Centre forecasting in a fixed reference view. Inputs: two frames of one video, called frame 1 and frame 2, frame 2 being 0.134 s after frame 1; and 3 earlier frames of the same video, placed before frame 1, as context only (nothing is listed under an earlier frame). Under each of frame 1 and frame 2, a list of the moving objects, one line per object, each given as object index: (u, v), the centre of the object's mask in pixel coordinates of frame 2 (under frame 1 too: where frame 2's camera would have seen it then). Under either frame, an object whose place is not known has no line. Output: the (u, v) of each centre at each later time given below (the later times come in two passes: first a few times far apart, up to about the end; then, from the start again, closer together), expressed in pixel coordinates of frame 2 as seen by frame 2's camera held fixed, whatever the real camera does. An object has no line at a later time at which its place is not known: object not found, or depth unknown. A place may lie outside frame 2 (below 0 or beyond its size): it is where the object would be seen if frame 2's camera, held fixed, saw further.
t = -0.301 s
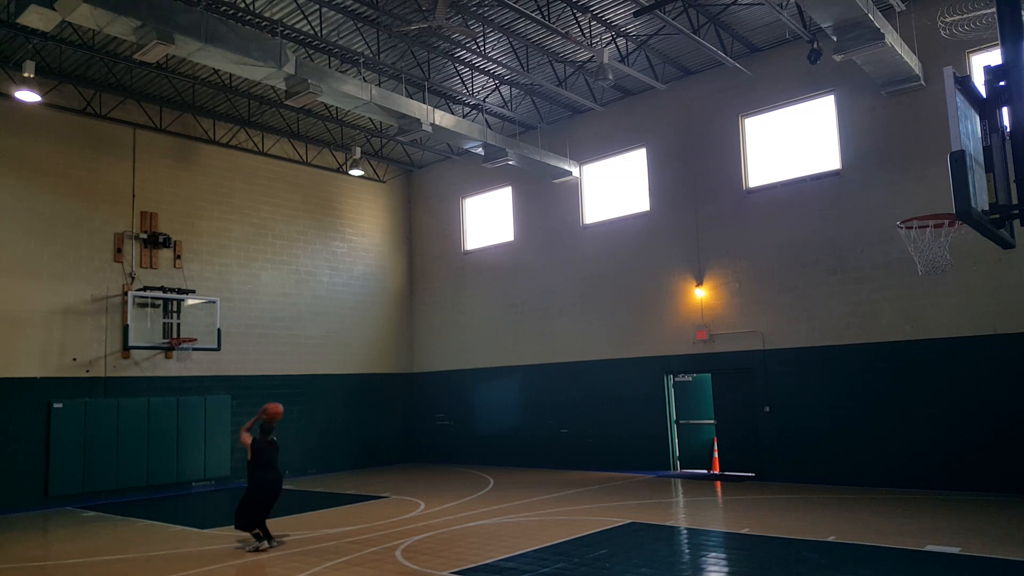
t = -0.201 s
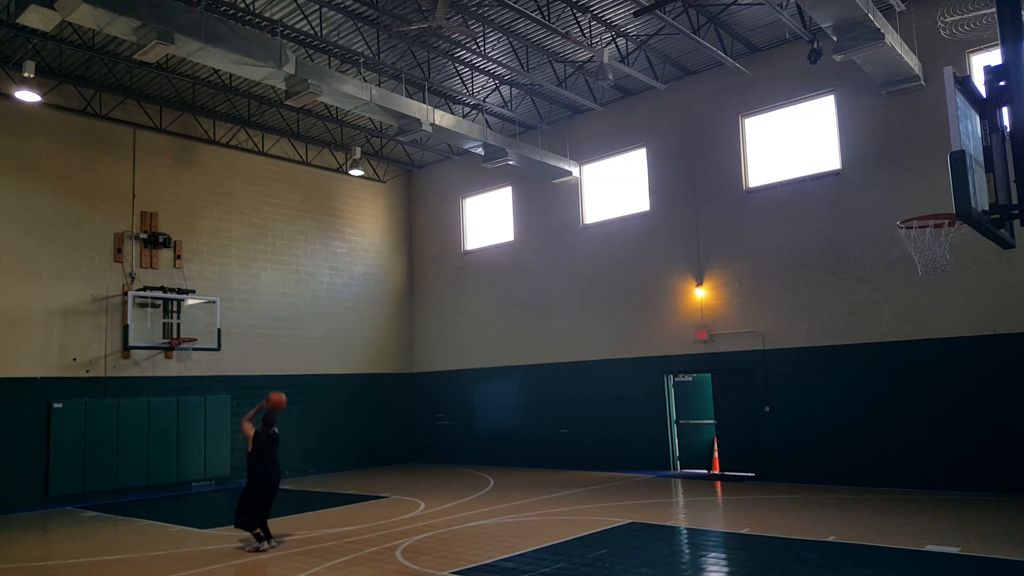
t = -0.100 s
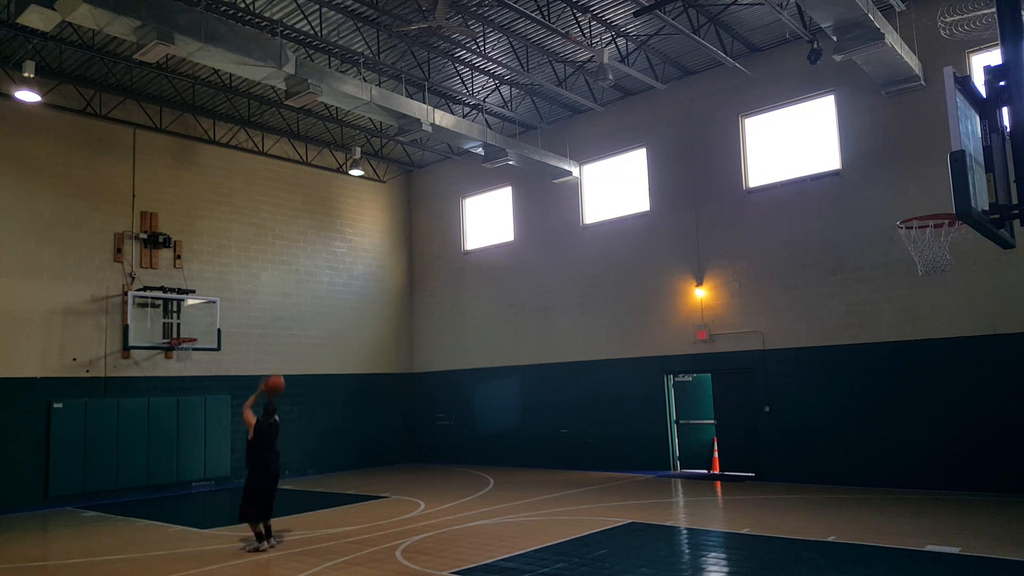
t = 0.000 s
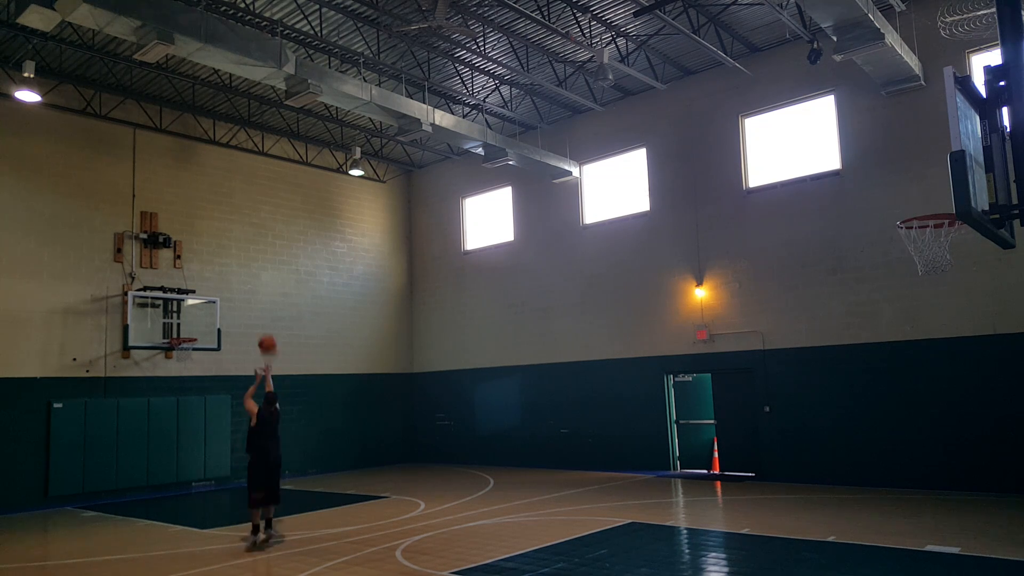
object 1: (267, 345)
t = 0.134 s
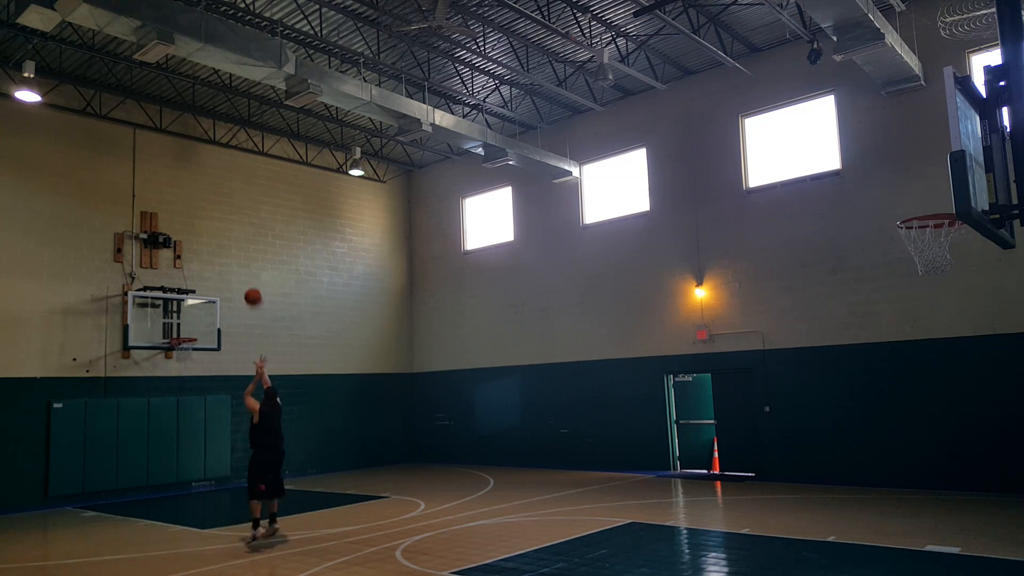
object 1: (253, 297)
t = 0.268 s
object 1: (240, 267)
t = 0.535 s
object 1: (220, 245)
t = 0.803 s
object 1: (203, 264)
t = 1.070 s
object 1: (189, 314)
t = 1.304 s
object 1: (181, 354)
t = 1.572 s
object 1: (180, 392)
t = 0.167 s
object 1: (250, 288)
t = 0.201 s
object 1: (247, 280)
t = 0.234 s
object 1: (243, 273)
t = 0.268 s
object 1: (240, 267)
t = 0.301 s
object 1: (237, 261)
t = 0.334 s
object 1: (235, 256)
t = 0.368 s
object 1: (232, 253)
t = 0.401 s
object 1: (229, 250)
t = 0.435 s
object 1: (227, 247)
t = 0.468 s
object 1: (224, 246)
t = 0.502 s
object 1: (222, 245)
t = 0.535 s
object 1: (220, 245)
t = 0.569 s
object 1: (218, 245)
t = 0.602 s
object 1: (215, 246)
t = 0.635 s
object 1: (213, 248)
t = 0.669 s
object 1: (211, 250)
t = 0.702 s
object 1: (209, 252)
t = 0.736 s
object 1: (207, 255)
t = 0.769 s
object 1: (205, 259)
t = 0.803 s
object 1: (203, 264)
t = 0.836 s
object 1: (201, 268)
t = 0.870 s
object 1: (199, 274)
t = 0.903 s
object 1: (197, 279)
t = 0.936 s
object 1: (196, 285)
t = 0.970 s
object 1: (194, 292)
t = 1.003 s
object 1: (192, 299)
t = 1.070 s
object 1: (189, 314)
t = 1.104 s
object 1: (187, 323)
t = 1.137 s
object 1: (186, 331)
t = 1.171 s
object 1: (185, 340)
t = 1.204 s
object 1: (183, 349)
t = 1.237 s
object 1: (181, 352)
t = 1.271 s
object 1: (181, 353)
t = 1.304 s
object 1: (181, 354)
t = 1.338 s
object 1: (181, 357)
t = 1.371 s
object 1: (181, 360)
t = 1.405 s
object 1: (180, 365)
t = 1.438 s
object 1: (180, 369)
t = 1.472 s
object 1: (180, 374)
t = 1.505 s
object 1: (180, 379)
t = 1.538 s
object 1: (180, 386)
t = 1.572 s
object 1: (180, 392)
